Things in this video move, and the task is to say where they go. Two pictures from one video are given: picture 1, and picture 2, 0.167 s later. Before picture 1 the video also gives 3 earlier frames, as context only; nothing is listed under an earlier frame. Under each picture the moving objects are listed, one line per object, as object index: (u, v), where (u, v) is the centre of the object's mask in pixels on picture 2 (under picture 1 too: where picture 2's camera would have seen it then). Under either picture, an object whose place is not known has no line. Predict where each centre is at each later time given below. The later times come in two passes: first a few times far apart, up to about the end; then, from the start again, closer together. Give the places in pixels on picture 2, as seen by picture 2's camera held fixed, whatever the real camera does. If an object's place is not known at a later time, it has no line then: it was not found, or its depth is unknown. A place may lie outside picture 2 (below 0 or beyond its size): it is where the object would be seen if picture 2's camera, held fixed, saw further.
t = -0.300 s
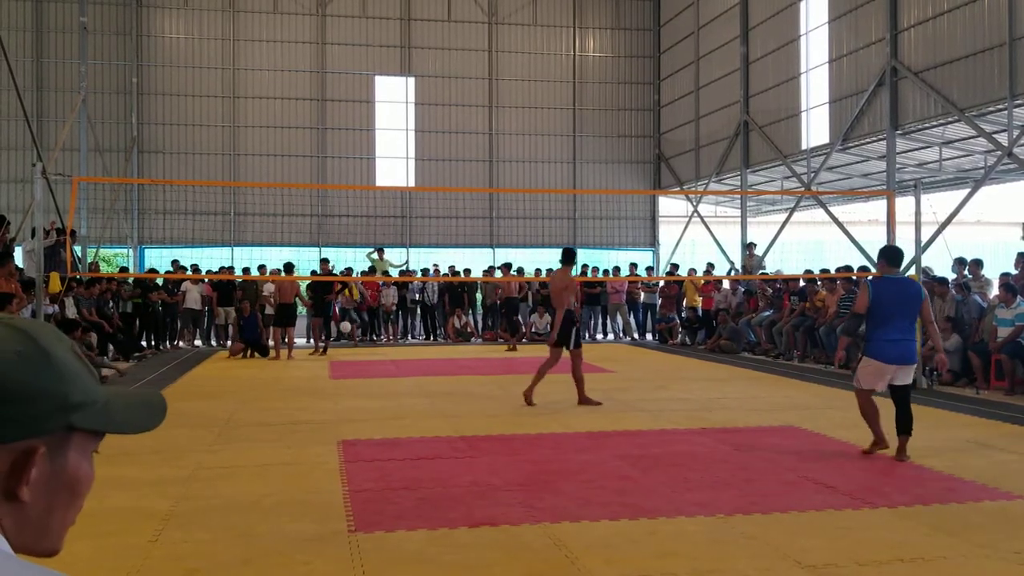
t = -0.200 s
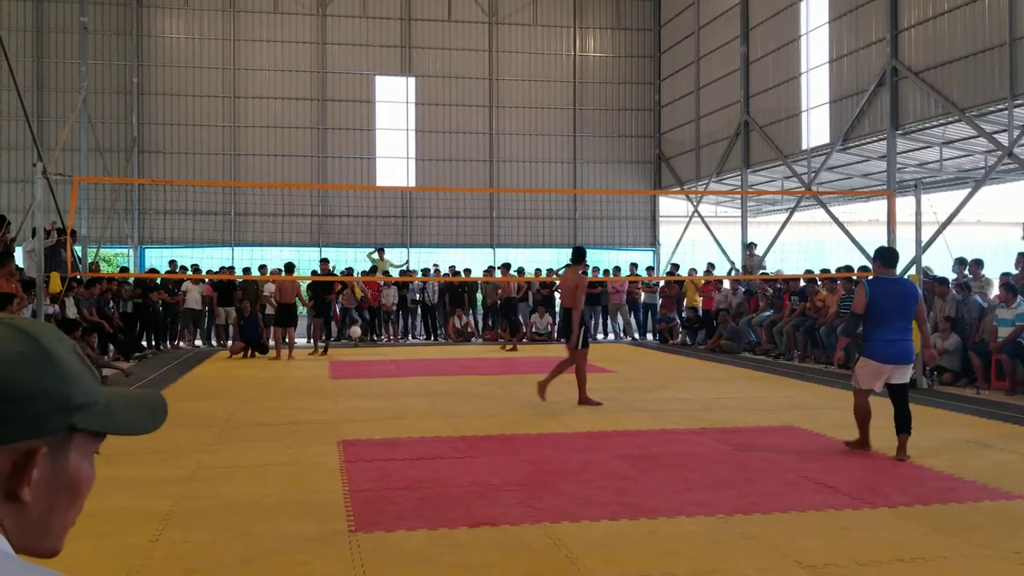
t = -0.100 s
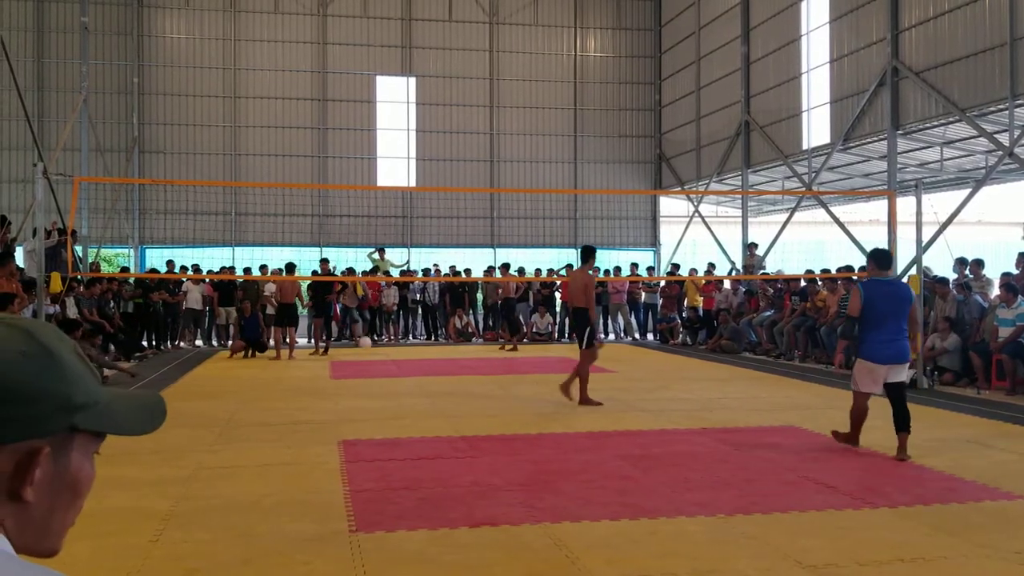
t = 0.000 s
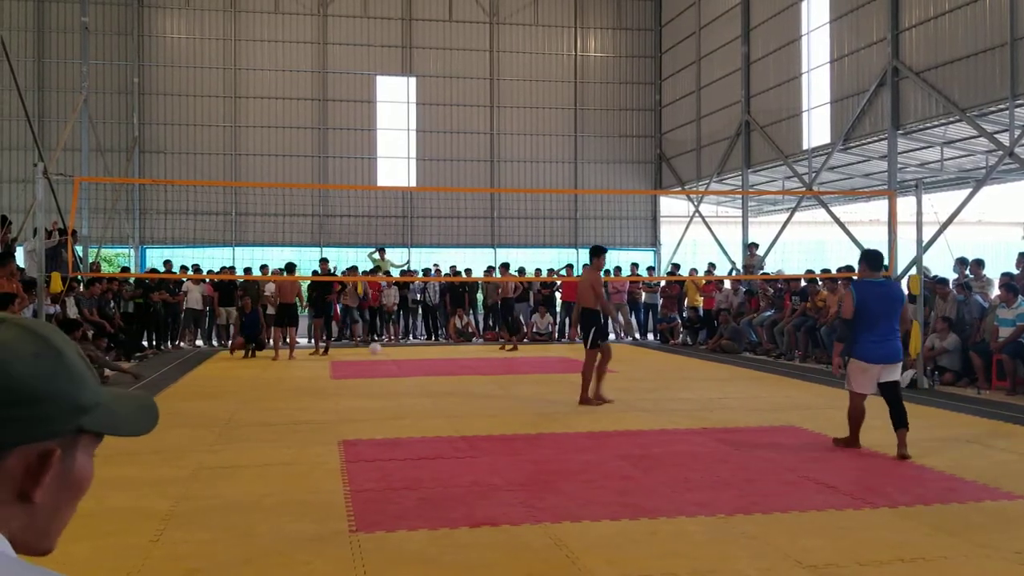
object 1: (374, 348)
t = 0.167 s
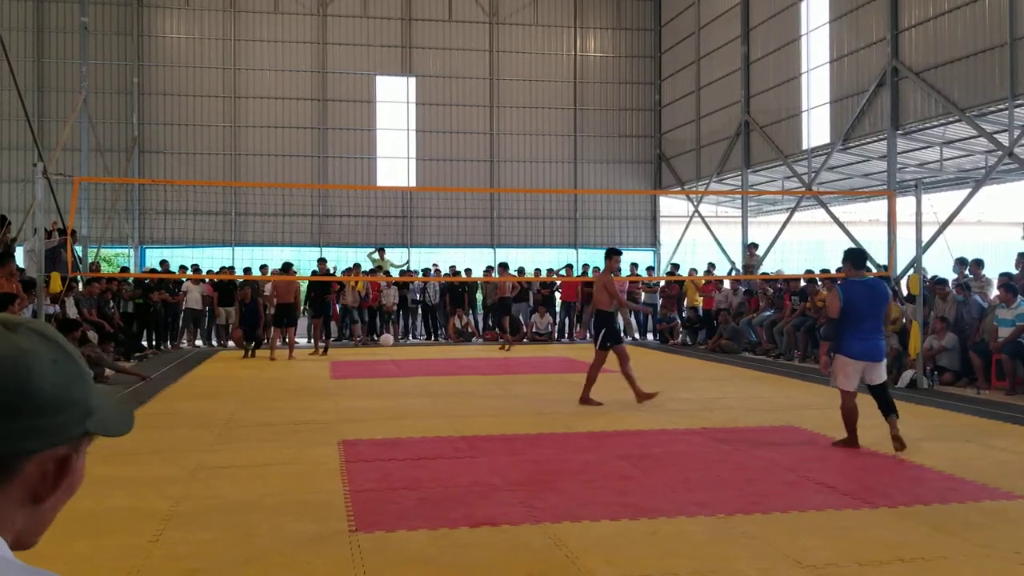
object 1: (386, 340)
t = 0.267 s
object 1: (394, 343)
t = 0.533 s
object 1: (418, 360)
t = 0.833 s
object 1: (450, 380)
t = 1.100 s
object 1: (483, 380)
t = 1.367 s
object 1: (522, 392)
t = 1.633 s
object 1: (571, 418)
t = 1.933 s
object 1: (646, 450)
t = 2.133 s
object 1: (714, 476)
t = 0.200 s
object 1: (389, 340)
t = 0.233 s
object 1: (391, 341)
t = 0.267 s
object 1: (394, 343)
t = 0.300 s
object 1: (396, 346)
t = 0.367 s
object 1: (402, 353)
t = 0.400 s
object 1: (407, 358)
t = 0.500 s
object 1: (415, 361)
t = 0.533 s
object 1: (418, 360)
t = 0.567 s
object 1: (421, 359)
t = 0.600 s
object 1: (424, 358)
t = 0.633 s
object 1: (427, 359)
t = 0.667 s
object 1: (431, 360)
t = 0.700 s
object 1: (435, 362)
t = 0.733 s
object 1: (438, 365)
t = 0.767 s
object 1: (441, 369)
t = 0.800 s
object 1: (445, 374)
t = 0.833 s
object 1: (450, 380)
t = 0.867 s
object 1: (452, 377)
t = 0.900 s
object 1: (457, 375)
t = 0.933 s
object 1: (460, 374)
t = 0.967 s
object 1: (464, 373)
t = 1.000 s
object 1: (468, 373)
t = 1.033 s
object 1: (473, 374)
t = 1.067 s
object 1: (477, 377)
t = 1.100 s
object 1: (483, 380)
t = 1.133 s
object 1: (487, 385)
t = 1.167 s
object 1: (491, 391)
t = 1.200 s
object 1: (496, 398)
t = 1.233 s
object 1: (502, 395)
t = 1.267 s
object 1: (507, 393)
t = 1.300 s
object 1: (511, 391)
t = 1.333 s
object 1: (516, 391)
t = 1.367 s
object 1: (522, 392)
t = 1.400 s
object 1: (527, 394)
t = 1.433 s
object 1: (532, 396)
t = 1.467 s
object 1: (539, 401)
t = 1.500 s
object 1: (546, 407)
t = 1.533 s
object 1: (551, 417)
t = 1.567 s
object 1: (558, 423)
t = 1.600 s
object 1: (565, 419)
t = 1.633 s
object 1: (571, 418)
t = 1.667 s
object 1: (578, 419)
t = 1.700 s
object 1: (586, 419)
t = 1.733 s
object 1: (593, 420)
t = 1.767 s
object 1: (602, 425)
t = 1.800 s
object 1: (610, 430)
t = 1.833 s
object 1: (618, 436)
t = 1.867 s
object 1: (627, 447)
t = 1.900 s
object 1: (637, 452)
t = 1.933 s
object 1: (646, 450)
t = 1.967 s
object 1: (657, 449)
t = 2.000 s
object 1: (666, 451)
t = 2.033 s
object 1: (677, 454)
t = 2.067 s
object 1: (689, 460)
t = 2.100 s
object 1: (701, 467)
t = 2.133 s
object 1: (714, 476)
